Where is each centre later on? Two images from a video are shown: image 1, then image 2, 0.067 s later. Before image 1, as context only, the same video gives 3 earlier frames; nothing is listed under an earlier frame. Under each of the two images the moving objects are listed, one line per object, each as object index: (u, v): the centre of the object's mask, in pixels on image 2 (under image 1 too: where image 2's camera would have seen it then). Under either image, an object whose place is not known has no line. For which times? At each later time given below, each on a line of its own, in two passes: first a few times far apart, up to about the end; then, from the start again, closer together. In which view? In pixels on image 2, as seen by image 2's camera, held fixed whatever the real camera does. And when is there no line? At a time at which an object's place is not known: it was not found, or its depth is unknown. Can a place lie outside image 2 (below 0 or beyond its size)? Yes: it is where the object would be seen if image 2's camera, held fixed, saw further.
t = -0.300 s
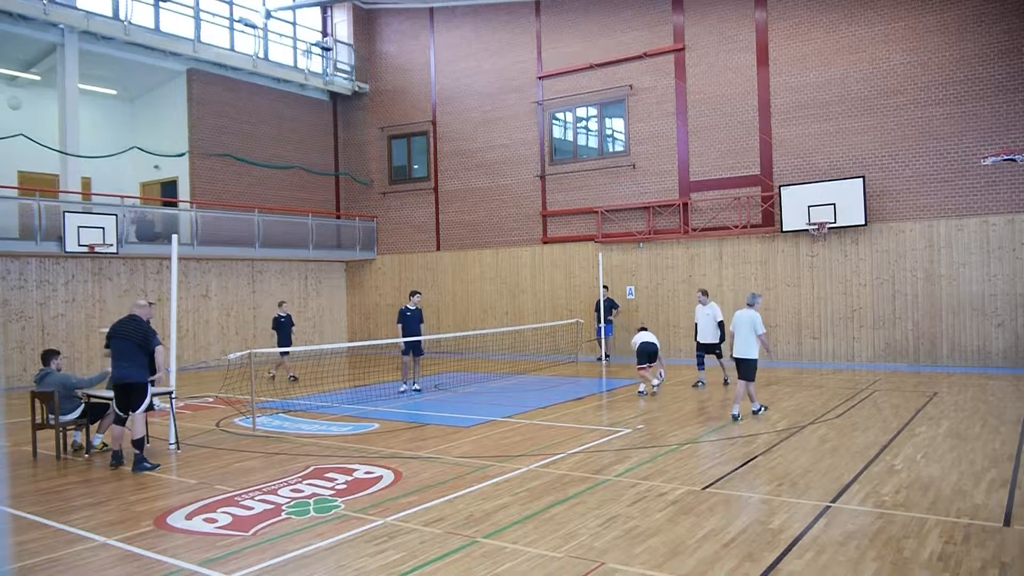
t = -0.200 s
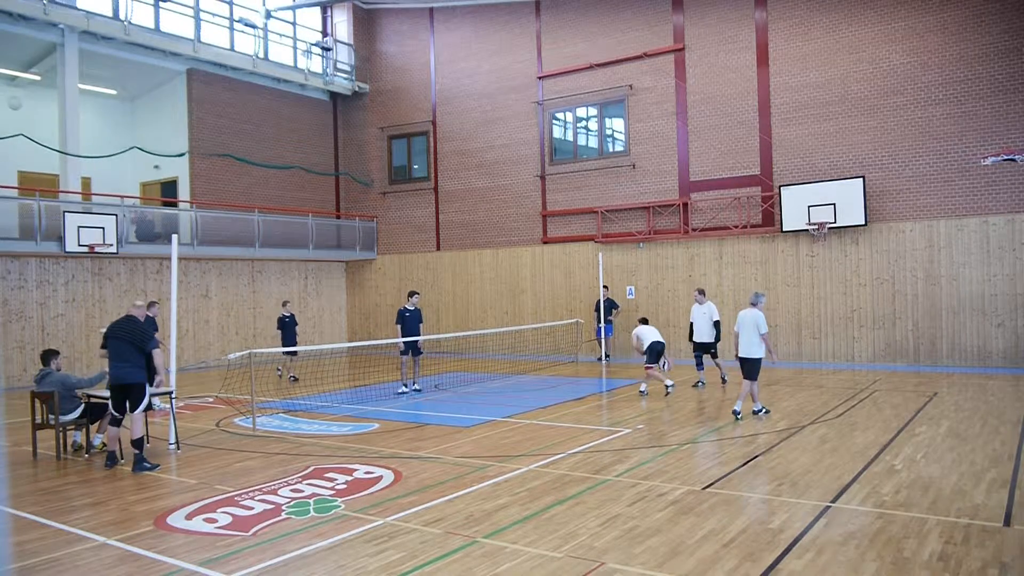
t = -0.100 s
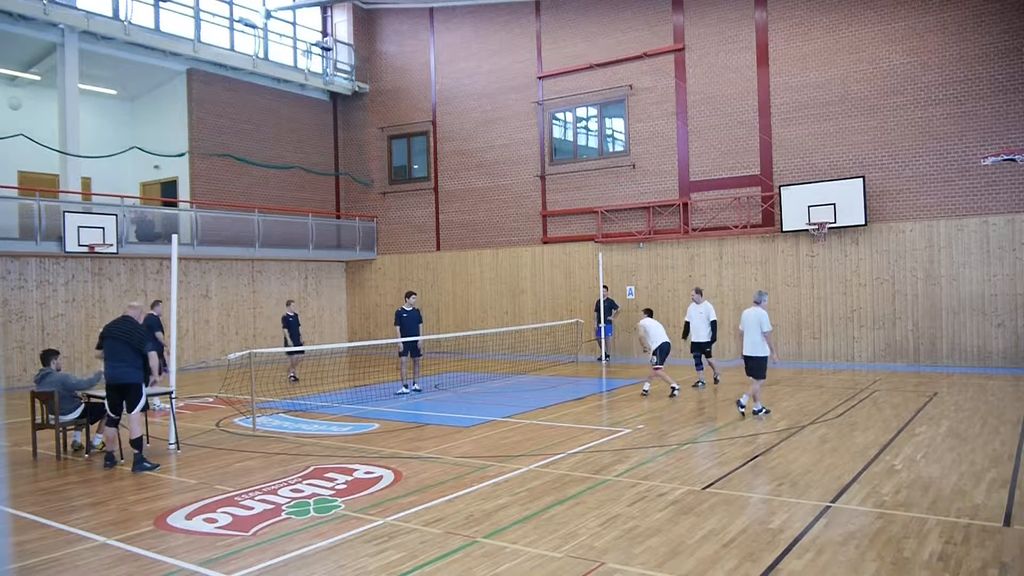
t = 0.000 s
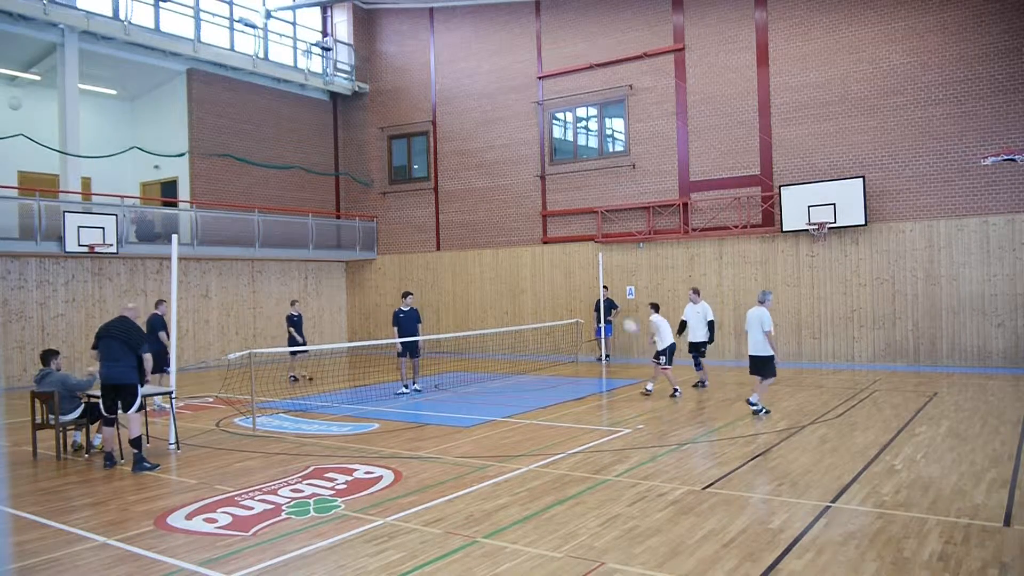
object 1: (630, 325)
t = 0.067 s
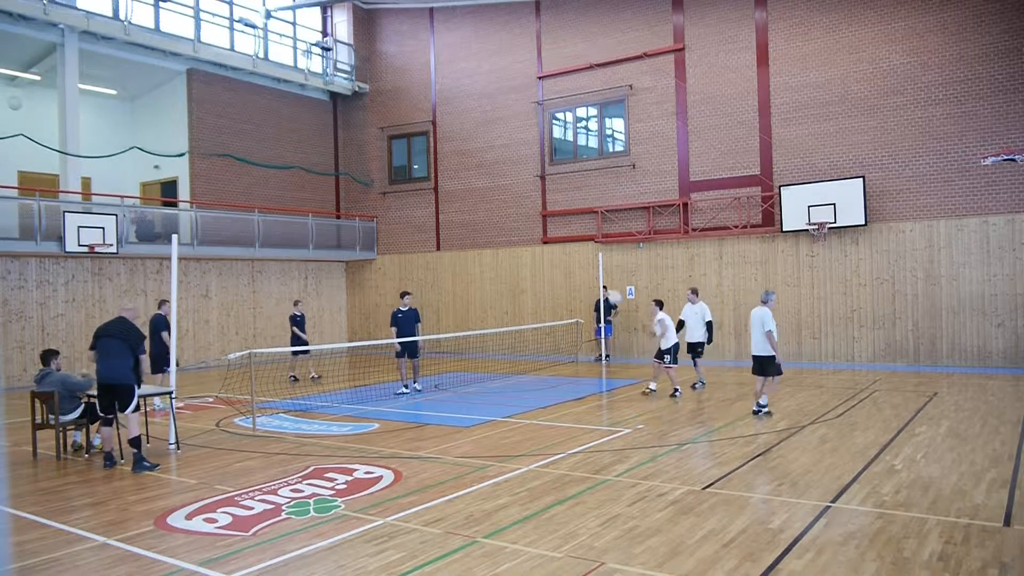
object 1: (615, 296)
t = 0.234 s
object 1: (574, 235)
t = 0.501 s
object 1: (513, 172)
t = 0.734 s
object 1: (464, 152)
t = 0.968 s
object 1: (417, 161)
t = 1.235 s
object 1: (368, 205)
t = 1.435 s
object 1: (334, 260)
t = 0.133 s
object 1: (598, 269)
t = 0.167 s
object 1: (590, 258)
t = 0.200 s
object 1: (582, 245)
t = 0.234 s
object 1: (574, 235)
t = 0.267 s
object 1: (566, 225)
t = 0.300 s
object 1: (558, 215)
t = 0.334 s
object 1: (551, 207)
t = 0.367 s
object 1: (543, 199)
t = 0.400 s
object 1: (536, 191)
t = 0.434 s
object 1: (528, 184)
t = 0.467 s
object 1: (521, 177)
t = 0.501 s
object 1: (513, 172)
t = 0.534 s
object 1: (506, 167)
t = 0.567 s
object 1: (499, 163)
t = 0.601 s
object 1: (492, 160)
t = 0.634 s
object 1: (484, 157)
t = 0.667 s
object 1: (477, 155)
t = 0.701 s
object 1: (470, 153)
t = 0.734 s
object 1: (464, 152)
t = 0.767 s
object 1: (458, 151)
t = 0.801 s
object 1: (450, 151)
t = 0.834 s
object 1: (443, 152)
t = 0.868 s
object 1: (436, 153)
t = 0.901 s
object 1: (430, 155)
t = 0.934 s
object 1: (423, 157)
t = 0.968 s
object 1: (417, 161)
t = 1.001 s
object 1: (411, 164)
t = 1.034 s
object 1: (404, 168)
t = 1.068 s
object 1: (398, 173)
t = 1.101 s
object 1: (392, 178)
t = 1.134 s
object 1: (385, 184)
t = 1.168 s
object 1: (380, 190)
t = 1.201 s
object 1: (374, 197)
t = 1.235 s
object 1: (368, 205)
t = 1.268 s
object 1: (363, 213)
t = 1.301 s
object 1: (356, 221)
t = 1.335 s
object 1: (350, 230)
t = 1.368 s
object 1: (345, 240)
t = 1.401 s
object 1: (340, 250)
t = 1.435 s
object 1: (334, 260)
